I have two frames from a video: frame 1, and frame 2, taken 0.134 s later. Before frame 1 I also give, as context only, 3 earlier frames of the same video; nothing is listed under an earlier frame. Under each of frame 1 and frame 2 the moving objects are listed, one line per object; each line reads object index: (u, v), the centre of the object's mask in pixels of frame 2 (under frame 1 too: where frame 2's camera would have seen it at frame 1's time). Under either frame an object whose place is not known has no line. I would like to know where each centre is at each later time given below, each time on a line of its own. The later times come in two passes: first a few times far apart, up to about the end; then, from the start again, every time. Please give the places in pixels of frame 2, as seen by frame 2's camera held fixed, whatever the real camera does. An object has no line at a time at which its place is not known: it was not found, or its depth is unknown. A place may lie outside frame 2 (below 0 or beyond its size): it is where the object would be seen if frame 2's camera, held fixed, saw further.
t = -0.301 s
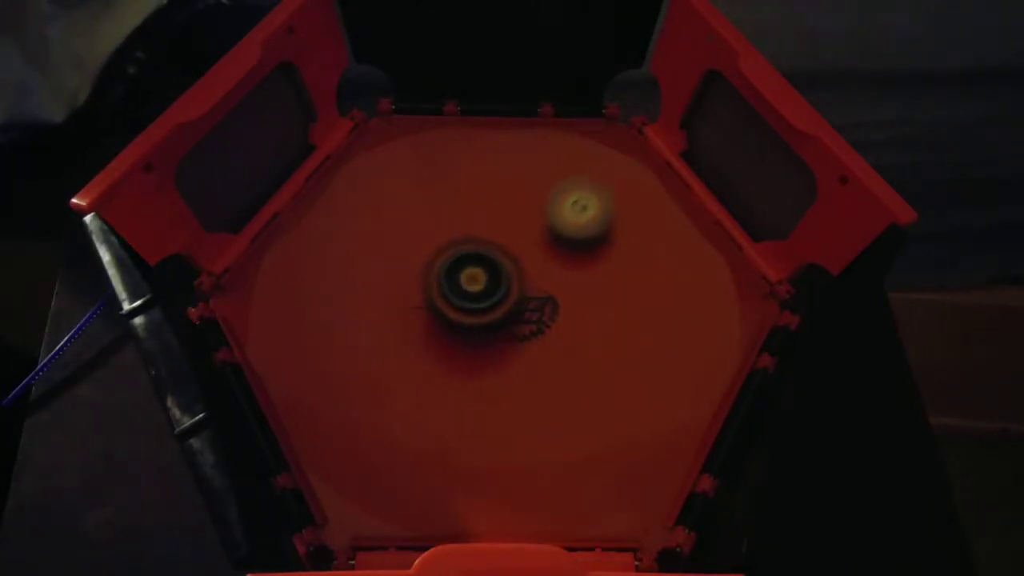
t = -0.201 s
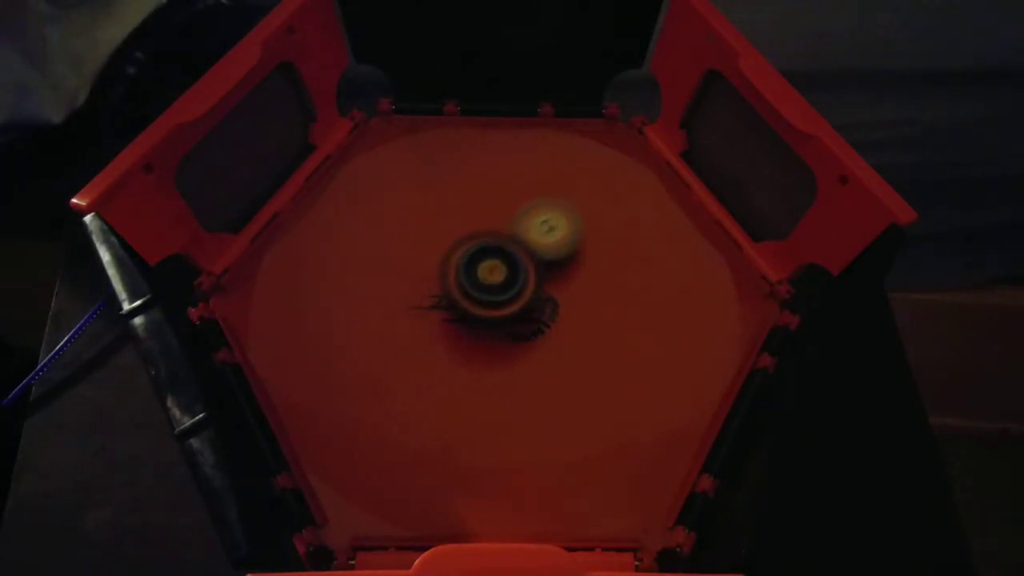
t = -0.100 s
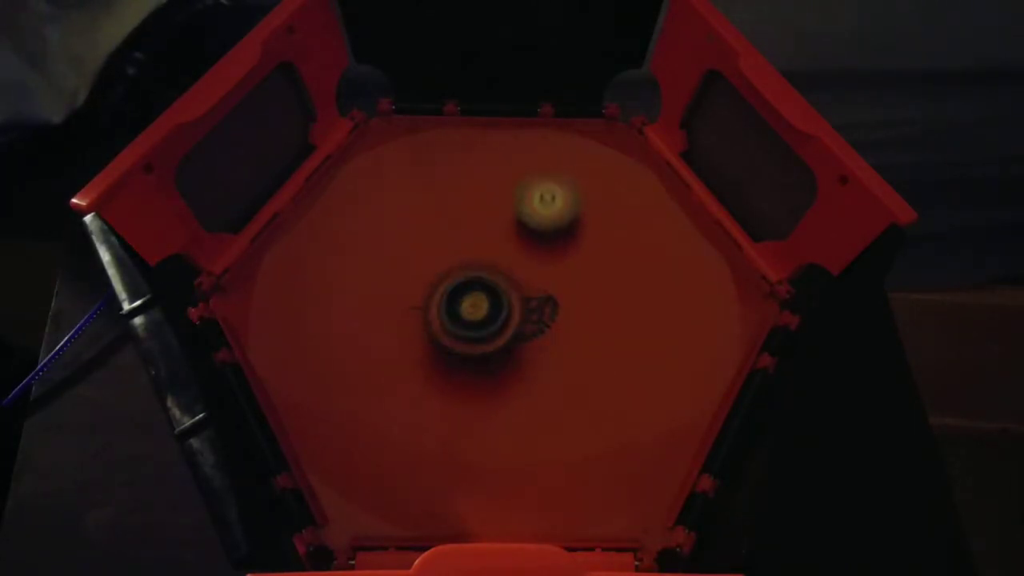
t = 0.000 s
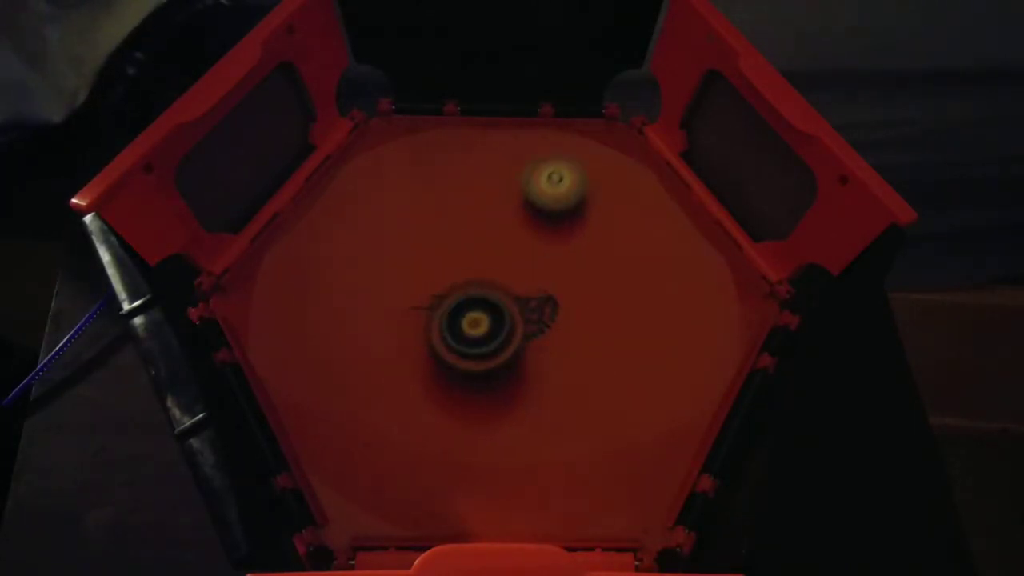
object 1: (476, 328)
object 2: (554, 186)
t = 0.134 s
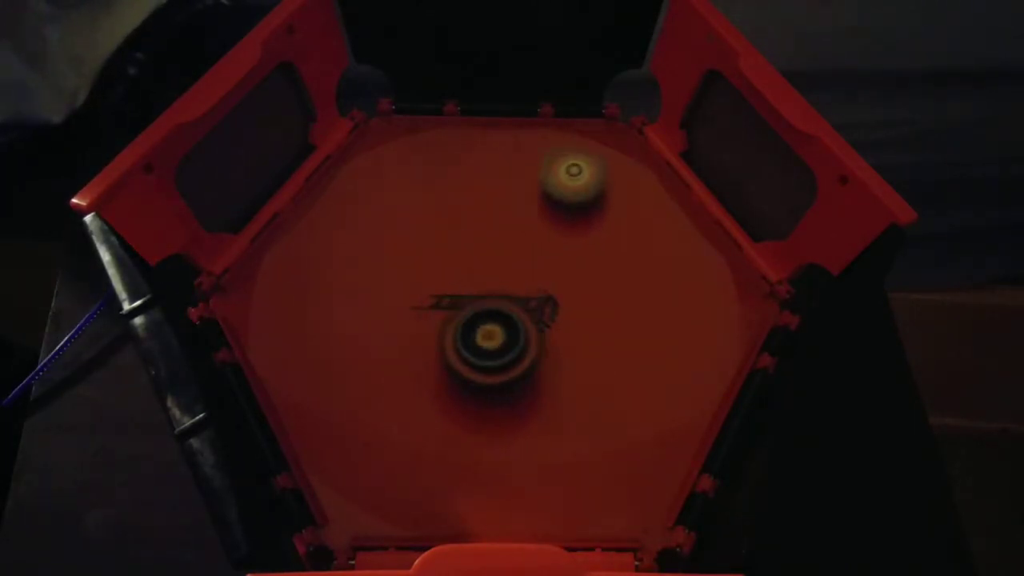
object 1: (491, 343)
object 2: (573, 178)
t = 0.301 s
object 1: (506, 350)
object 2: (578, 200)
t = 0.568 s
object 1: (526, 344)
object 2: (512, 235)
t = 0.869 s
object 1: (548, 313)
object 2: (432, 226)
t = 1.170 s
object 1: (570, 270)
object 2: (442, 211)
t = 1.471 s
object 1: (583, 230)
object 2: (484, 260)
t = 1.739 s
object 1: (583, 212)
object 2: (486, 317)
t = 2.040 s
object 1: (569, 209)
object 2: (466, 326)
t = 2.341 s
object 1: (541, 218)
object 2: (500, 292)
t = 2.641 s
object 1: (556, 135)
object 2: (461, 408)
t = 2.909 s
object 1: (552, 133)
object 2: (424, 406)
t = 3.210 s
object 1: (538, 187)
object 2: (483, 335)
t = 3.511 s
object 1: (490, 207)
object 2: (573, 301)
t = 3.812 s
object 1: (447, 198)
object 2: (640, 265)
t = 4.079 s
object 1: (434, 178)
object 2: (662, 238)
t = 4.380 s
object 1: (457, 184)
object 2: (603, 226)
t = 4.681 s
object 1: (439, 241)
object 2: (547, 199)
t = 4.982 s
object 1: (393, 270)
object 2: (493, 186)
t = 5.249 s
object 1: (363, 249)
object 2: (452, 211)
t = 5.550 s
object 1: (353, 238)
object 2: (475, 251)
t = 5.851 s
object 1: (407, 247)
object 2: (527, 279)
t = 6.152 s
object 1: (462, 280)
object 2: (585, 280)
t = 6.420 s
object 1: (476, 309)
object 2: (617, 273)
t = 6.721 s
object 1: (451, 318)
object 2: (599, 264)
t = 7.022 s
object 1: (456, 293)
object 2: (551, 245)
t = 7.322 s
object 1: (472, 296)
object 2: (509, 225)
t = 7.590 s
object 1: (459, 326)
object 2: (472, 229)
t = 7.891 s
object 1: (434, 327)
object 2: (461, 249)
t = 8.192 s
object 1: (437, 331)
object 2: (497, 239)
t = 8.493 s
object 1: (473, 319)
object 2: (533, 229)
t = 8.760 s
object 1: (515, 327)
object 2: (555, 227)
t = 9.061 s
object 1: (545, 347)
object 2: (558, 240)
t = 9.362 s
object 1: (550, 344)
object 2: (534, 257)
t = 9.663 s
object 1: (560, 318)
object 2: (513, 266)
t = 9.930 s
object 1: (591, 320)
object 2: (510, 280)
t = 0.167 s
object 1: (494, 346)
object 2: (577, 180)
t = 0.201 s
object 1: (497, 347)
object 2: (579, 183)
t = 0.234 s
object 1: (500, 349)
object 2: (581, 188)
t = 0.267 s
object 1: (503, 350)
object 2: (580, 195)
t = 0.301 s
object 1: (506, 350)
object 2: (578, 200)
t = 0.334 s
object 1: (509, 351)
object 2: (574, 206)
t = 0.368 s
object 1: (511, 351)
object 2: (568, 212)
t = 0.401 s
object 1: (514, 351)
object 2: (561, 217)
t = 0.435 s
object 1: (516, 351)
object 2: (552, 222)
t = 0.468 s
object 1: (518, 350)
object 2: (542, 226)
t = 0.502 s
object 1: (520, 349)
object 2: (533, 229)
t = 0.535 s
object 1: (524, 347)
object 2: (523, 232)
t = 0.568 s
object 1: (526, 344)
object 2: (512, 235)
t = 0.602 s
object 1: (528, 342)
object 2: (501, 236)
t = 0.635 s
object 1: (530, 338)
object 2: (491, 237)
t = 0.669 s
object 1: (534, 336)
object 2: (482, 237)
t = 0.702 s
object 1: (536, 332)
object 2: (471, 237)
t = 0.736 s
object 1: (538, 329)
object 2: (462, 236)
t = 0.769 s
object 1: (540, 326)
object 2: (453, 234)
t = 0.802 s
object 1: (544, 321)
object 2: (446, 231)
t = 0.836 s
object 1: (547, 317)
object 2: (438, 229)
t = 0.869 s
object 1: (548, 313)
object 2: (432, 226)
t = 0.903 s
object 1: (551, 310)
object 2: (428, 223)
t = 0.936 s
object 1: (555, 304)
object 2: (425, 219)
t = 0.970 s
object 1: (556, 298)
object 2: (424, 216)
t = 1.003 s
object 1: (558, 293)
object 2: (424, 213)
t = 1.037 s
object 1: (561, 288)
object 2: (427, 211)
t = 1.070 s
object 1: (563, 284)
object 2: (429, 210)
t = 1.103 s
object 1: (566, 278)
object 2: (433, 210)
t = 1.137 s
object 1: (567, 273)
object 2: (437, 210)
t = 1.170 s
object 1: (570, 270)
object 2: (442, 211)
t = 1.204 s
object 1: (572, 263)
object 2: (446, 214)
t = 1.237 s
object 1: (574, 257)
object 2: (451, 217)
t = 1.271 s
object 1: (576, 254)
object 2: (456, 222)
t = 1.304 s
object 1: (578, 250)
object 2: (462, 226)
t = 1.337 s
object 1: (579, 245)
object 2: (468, 231)
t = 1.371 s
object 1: (580, 241)
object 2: (473, 239)
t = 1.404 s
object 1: (582, 238)
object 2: (477, 245)
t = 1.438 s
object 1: (583, 233)
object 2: (481, 253)
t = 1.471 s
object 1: (583, 230)
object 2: (484, 260)
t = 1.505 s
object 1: (584, 227)
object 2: (487, 267)
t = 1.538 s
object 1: (585, 224)
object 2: (489, 276)
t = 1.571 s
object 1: (584, 221)
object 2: (489, 284)
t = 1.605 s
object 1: (584, 219)
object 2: (489, 291)
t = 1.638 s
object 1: (585, 217)
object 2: (489, 298)
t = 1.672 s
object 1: (584, 215)
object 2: (488, 305)
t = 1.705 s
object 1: (584, 213)
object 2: (488, 312)
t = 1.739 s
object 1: (583, 212)
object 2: (486, 317)
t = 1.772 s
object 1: (583, 211)
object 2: (483, 322)
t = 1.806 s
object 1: (582, 210)
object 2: (480, 327)
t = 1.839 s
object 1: (581, 209)
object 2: (477, 330)
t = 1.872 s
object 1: (579, 209)
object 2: (474, 332)
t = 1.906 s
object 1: (577, 208)
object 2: (472, 332)
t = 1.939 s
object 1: (575, 208)
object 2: (469, 331)
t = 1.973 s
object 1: (573, 209)
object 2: (467, 330)
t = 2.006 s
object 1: (572, 209)
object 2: (466, 328)
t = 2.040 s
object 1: (569, 209)
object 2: (466, 326)
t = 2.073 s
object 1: (566, 210)
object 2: (465, 325)
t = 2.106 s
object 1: (563, 212)
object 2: (466, 321)
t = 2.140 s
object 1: (561, 211)
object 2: (469, 318)
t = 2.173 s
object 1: (557, 212)
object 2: (473, 314)
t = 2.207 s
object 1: (553, 213)
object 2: (476, 309)
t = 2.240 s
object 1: (551, 214)
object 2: (480, 305)
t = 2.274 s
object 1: (547, 215)
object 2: (487, 299)
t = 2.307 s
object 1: (543, 216)
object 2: (493, 295)
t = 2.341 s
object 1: (541, 218)
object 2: (500, 292)
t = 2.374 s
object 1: (538, 218)
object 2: (503, 299)
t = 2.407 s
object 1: (547, 200)
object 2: (497, 326)
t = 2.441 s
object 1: (554, 182)
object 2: (490, 347)
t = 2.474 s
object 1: (556, 168)
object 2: (485, 364)
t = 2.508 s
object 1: (560, 152)
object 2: (481, 375)
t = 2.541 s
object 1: (561, 146)
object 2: (477, 384)
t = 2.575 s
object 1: (560, 141)
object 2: (472, 392)
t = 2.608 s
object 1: (558, 138)
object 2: (467, 401)
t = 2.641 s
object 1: (556, 135)
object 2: (461, 408)
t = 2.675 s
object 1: (555, 134)
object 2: (456, 414)
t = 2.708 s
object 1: (553, 133)
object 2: (449, 419)
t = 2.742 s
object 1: (553, 130)
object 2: (443, 423)
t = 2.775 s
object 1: (553, 130)
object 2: (437, 424)
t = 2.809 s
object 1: (553, 130)
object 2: (431, 422)
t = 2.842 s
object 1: (552, 130)
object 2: (427, 419)
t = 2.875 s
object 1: (551, 132)
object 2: (424, 414)
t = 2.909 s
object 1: (552, 133)
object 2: (424, 406)
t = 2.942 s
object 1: (550, 136)
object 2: (427, 398)
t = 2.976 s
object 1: (550, 140)
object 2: (431, 390)
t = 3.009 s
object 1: (550, 145)
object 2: (436, 381)
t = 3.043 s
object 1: (547, 150)
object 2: (443, 373)
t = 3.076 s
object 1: (546, 160)
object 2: (450, 365)
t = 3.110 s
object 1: (544, 166)
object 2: (457, 357)
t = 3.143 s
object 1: (542, 172)
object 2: (466, 349)
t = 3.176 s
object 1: (540, 179)
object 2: (475, 342)
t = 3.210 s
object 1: (538, 187)
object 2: (483, 335)
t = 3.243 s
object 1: (535, 195)
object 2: (491, 328)
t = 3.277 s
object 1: (532, 202)
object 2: (499, 320)
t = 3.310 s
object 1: (528, 209)
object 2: (508, 312)
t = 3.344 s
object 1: (525, 216)
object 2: (516, 306)
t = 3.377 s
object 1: (522, 223)
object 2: (522, 299)
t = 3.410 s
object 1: (516, 225)
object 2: (531, 296)
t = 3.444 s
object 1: (505, 217)
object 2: (548, 300)
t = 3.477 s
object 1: (495, 212)
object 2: (561, 303)
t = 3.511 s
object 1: (490, 207)
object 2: (573, 301)
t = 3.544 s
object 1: (484, 205)
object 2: (581, 297)
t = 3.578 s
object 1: (478, 204)
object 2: (590, 294)
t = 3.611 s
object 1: (474, 204)
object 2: (599, 291)
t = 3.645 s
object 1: (469, 204)
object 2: (607, 286)
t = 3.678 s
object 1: (464, 204)
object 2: (614, 282)
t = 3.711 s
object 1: (460, 203)
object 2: (621, 278)
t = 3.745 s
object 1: (455, 202)
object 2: (628, 274)
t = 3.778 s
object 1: (451, 201)
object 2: (634, 270)
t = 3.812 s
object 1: (447, 198)
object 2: (640, 265)
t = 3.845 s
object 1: (443, 195)
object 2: (645, 261)
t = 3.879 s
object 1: (441, 193)
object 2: (651, 256)
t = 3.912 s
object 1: (438, 189)
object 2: (655, 251)
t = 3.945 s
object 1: (436, 187)
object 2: (658, 248)
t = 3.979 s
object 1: (436, 185)
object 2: (661, 244)
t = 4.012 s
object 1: (434, 182)
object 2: (663, 241)
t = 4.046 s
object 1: (433, 180)
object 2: (663, 239)
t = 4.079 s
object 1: (434, 178)
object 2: (662, 238)
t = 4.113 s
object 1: (434, 175)
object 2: (660, 237)
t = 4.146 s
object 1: (436, 177)
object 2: (657, 236)
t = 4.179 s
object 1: (438, 174)
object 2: (652, 235)
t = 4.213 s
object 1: (439, 174)
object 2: (644, 233)
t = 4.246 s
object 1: (443, 175)
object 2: (636, 232)
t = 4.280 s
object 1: (445, 175)
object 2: (628, 230)
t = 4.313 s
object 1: (449, 177)
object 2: (620, 229)
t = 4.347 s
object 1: (454, 180)
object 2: (612, 227)
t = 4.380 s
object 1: (457, 184)
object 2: (603, 226)
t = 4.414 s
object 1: (462, 189)
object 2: (596, 224)
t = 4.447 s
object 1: (468, 192)
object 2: (587, 222)
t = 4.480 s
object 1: (471, 198)
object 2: (578, 220)
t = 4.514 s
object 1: (477, 202)
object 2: (569, 219)
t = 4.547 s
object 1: (481, 207)
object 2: (562, 218)
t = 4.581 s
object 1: (479, 213)
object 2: (557, 214)
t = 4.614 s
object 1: (464, 222)
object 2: (556, 207)
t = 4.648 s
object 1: (449, 232)
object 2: (553, 204)
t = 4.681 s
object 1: (439, 241)
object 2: (547, 199)
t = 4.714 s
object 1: (432, 247)
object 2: (542, 197)
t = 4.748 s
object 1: (426, 252)
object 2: (536, 193)
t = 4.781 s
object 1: (422, 258)
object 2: (531, 190)
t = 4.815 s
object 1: (418, 261)
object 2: (523, 189)
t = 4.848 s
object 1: (412, 264)
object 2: (518, 188)
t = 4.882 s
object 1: (408, 267)
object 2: (512, 186)
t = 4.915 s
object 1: (403, 269)
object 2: (506, 186)
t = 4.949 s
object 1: (398, 270)
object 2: (498, 186)
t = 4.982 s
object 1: (393, 270)
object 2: (493, 186)
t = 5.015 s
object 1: (387, 270)
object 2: (486, 188)
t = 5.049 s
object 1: (382, 268)
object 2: (481, 190)
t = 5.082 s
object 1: (376, 266)
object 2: (475, 193)
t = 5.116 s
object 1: (372, 264)
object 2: (470, 195)
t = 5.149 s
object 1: (369, 260)
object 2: (465, 199)
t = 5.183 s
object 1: (366, 257)
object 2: (460, 203)
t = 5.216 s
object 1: (365, 253)
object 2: (455, 206)
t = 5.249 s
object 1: (363, 249)
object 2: (452, 211)
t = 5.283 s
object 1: (363, 247)
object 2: (448, 216)
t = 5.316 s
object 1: (363, 243)
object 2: (446, 220)
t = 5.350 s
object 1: (360, 239)
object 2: (448, 224)
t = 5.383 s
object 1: (354, 241)
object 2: (453, 228)
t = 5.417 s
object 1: (350, 239)
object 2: (456, 232)
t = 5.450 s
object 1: (350, 237)
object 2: (460, 237)
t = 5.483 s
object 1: (350, 237)
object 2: (464, 242)
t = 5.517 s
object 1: (352, 236)
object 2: (470, 246)
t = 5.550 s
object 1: (353, 238)
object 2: (475, 251)
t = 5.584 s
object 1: (358, 235)
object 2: (480, 255)
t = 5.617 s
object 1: (362, 235)
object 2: (484, 258)
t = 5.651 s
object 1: (367, 236)
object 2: (490, 262)
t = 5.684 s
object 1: (372, 238)
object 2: (495, 266)
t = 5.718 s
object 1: (379, 238)
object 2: (503, 269)
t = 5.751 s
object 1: (386, 241)
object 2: (509, 272)
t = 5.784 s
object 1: (393, 243)
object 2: (515, 274)
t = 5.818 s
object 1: (399, 244)
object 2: (521, 277)
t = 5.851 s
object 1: (407, 247)
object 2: (527, 279)
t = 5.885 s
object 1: (414, 249)
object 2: (534, 280)
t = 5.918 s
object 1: (422, 252)
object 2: (540, 282)
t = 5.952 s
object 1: (428, 256)
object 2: (547, 282)
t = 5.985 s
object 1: (435, 260)
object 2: (554, 282)
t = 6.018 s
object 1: (441, 262)
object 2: (560, 282)
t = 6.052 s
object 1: (446, 266)
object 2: (566, 282)
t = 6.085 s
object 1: (452, 272)
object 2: (573, 281)
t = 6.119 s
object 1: (456, 276)
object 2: (577, 281)
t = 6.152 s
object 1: (462, 280)
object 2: (585, 280)
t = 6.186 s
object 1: (465, 284)
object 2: (589, 279)
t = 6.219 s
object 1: (469, 287)
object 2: (595, 278)
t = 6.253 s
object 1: (472, 291)
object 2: (599, 277)
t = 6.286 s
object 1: (476, 294)
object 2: (603, 276)
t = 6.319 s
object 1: (476, 299)
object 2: (608, 275)
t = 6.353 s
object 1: (477, 302)
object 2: (611, 274)
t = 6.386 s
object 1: (476, 305)
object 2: (614, 273)
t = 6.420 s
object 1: (476, 309)
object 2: (617, 273)
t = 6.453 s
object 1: (473, 312)
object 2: (618, 272)
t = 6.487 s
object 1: (471, 314)
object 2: (618, 272)
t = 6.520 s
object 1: (468, 317)
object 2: (619, 272)
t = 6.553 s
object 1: (466, 319)
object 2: (618, 272)
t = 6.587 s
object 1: (462, 319)
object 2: (615, 270)
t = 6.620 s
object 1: (460, 320)
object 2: (611, 269)
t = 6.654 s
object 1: (456, 320)
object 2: (608, 268)
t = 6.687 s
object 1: (453, 320)
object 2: (603, 266)
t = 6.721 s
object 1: (451, 318)
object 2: (599, 264)
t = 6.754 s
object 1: (449, 317)
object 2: (593, 261)
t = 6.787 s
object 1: (448, 314)
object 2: (589, 260)
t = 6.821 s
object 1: (446, 313)
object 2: (584, 258)
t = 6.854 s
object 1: (447, 309)
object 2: (579, 255)
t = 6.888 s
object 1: (447, 306)
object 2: (574, 253)
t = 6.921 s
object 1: (448, 302)
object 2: (568, 250)
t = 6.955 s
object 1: (450, 299)
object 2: (563, 249)
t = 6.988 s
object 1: (453, 295)
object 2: (557, 246)
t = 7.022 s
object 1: (456, 293)
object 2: (551, 245)
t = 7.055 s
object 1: (460, 288)
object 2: (547, 243)
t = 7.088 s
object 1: (463, 286)
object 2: (541, 240)
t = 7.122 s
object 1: (469, 282)
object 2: (536, 239)
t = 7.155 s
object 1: (473, 280)
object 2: (532, 236)
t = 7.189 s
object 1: (475, 279)
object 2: (529, 233)
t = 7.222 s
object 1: (475, 279)
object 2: (526, 231)
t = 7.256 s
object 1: (475, 281)
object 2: (520, 230)
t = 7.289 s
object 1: (473, 288)
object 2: (514, 227)
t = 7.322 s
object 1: (472, 296)
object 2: (509, 225)
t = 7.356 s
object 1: (473, 304)
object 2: (503, 223)
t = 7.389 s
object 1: (471, 309)
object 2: (498, 222)
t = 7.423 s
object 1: (470, 313)
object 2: (494, 222)
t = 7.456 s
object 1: (469, 316)
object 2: (488, 223)
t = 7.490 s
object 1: (468, 318)
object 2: (484, 224)
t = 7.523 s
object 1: (465, 322)
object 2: (479, 225)
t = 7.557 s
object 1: (463, 324)
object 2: (476, 227)
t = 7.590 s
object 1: (459, 326)
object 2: (472, 229)
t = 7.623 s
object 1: (456, 327)
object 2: (468, 233)
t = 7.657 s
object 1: (451, 328)
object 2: (466, 235)
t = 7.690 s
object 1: (449, 328)
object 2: (463, 238)
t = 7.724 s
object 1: (444, 328)
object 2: (460, 242)
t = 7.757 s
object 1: (443, 326)
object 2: (460, 245)
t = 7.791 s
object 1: (440, 325)
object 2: (458, 248)
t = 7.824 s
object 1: (440, 321)
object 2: (457, 253)
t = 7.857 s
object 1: (438, 322)
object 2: (458, 253)
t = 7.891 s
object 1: (434, 327)
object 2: (461, 249)
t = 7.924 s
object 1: (433, 331)
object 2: (464, 248)
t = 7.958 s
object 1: (432, 332)
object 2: (469, 246)
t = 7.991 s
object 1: (431, 333)
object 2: (471, 245)
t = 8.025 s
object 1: (431, 333)
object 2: (476, 245)
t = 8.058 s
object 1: (433, 335)
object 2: (481, 244)
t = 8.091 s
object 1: (432, 335)
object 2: (483, 243)
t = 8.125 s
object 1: (435, 333)
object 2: (487, 242)
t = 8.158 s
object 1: (435, 333)
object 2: (494, 240)
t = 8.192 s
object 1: (437, 331)
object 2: (497, 239)
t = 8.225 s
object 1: (438, 331)
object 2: (502, 238)
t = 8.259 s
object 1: (441, 328)
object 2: (507, 237)
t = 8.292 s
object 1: (447, 328)
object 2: (509, 236)
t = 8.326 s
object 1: (448, 328)
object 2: (513, 235)
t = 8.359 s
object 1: (456, 325)
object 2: (519, 233)
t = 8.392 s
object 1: (460, 324)
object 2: (521, 232)
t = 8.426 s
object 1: (466, 321)
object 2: (525, 231)
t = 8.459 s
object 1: (470, 322)
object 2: (530, 229)
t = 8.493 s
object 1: (473, 319)
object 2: (533, 229)
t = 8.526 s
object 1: (482, 320)
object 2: (536, 228)
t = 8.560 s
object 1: (485, 320)
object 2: (541, 228)
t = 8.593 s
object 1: (493, 321)
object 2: (542, 228)
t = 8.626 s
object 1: (495, 322)
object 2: (546, 227)
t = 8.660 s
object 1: (504, 321)
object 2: (548, 225)
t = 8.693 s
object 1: (506, 323)
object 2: (551, 225)
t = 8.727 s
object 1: (511, 323)
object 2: (553, 227)
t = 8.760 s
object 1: (515, 327)
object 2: (555, 227)
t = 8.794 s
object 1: (519, 328)
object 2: (557, 227)
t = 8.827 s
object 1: (525, 331)
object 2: (559, 227)
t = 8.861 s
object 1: (527, 333)
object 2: (561, 228)
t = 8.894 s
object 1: (533, 335)
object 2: (562, 231)
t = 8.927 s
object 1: (535, 338)
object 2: (562, 233)
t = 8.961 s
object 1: (539, 339)
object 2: (561, 236)
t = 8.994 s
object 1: (541, 344)
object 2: (560, 237)
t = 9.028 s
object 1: (542, 345)
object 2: (559, 239)
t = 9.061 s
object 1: (545, 347)
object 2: (558, 240)
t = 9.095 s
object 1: (545, 348)
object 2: (555, 242)
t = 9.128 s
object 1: (548, 350)
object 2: (553, 244)
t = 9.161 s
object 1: (546, 351)
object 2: (550, 246)
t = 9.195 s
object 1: (548, 350)
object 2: (548, 248)
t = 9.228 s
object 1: (548, 350)
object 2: (545, 250)
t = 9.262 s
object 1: (548, 349)
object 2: (542, 252)
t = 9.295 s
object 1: (549, 348)
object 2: (540, 253)
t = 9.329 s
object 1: (547, 346)
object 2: (537, 255)
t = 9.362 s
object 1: (550, 344)
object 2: (534, 257)
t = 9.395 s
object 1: (548, 342)
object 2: (532, 258)
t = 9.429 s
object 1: (551, 338)
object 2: (529, 259)
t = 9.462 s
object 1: (551, 337)
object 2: (526, 261)
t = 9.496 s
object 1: (552, 333)
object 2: (525, 262)
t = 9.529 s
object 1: (554, 329)
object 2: (522, 263)
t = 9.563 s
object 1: (555, 324)
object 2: (519, 264)
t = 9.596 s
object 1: (558, 320)
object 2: (516, 265)
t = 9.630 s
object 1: (558, 319)
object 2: (515, 265)
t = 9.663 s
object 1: (560, 318)
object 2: (513, 266)
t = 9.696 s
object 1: (563, 317)
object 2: (511, 268)
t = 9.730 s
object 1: (567, 316)
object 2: (511, 269)
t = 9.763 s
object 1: (572, 316)
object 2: (510, 271)
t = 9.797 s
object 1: (575, 316)
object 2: (509, 273)
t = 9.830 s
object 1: (581, 315)
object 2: (509, 277)
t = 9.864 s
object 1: (583, 318)
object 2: (510, 277)
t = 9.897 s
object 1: (587, 317)
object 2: (509, 278)
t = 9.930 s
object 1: (591, 320)
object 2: (510, 280)
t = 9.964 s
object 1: (593, 319)
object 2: (511, 281)
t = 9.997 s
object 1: (597, 320)
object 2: (511, 281)
